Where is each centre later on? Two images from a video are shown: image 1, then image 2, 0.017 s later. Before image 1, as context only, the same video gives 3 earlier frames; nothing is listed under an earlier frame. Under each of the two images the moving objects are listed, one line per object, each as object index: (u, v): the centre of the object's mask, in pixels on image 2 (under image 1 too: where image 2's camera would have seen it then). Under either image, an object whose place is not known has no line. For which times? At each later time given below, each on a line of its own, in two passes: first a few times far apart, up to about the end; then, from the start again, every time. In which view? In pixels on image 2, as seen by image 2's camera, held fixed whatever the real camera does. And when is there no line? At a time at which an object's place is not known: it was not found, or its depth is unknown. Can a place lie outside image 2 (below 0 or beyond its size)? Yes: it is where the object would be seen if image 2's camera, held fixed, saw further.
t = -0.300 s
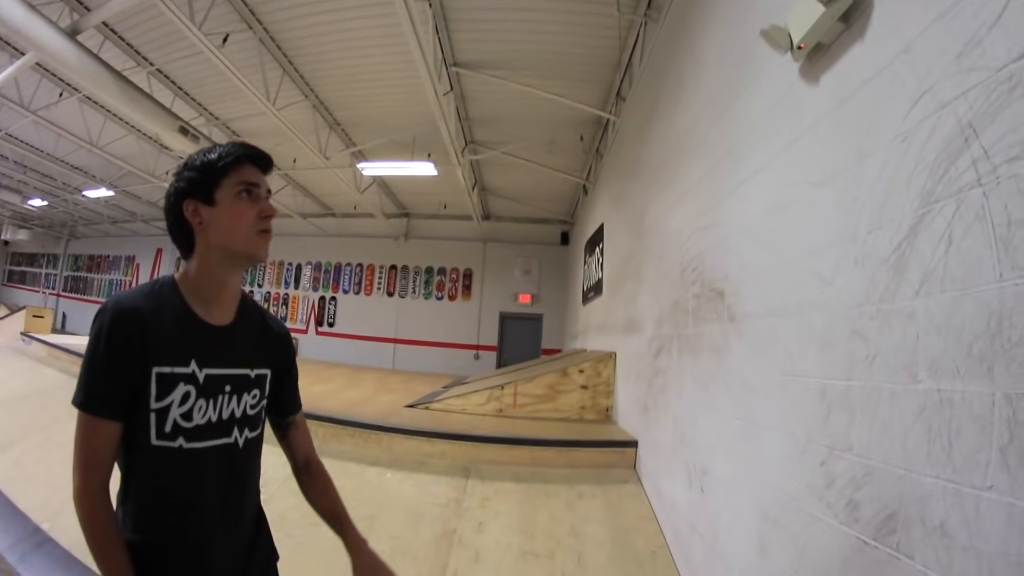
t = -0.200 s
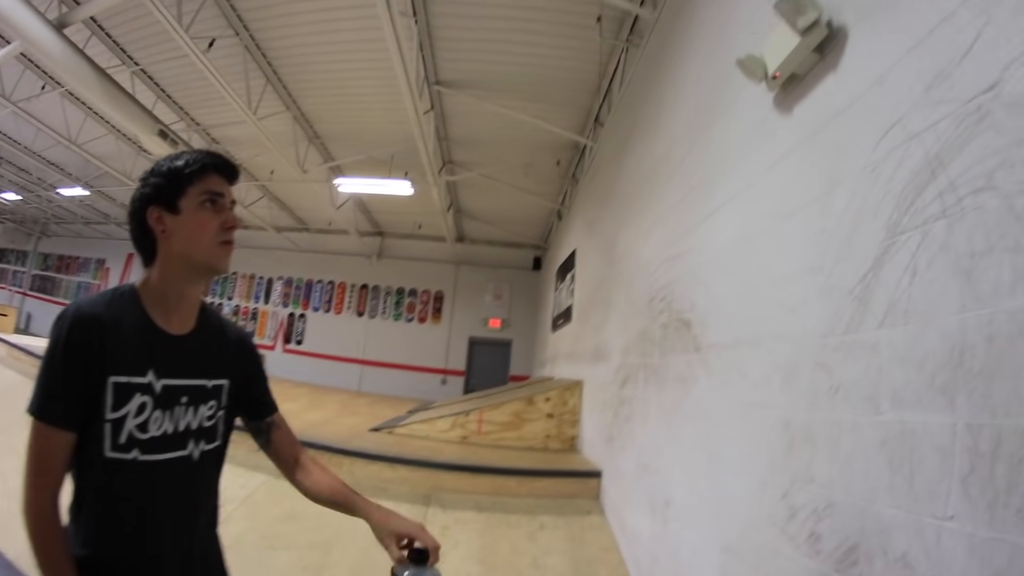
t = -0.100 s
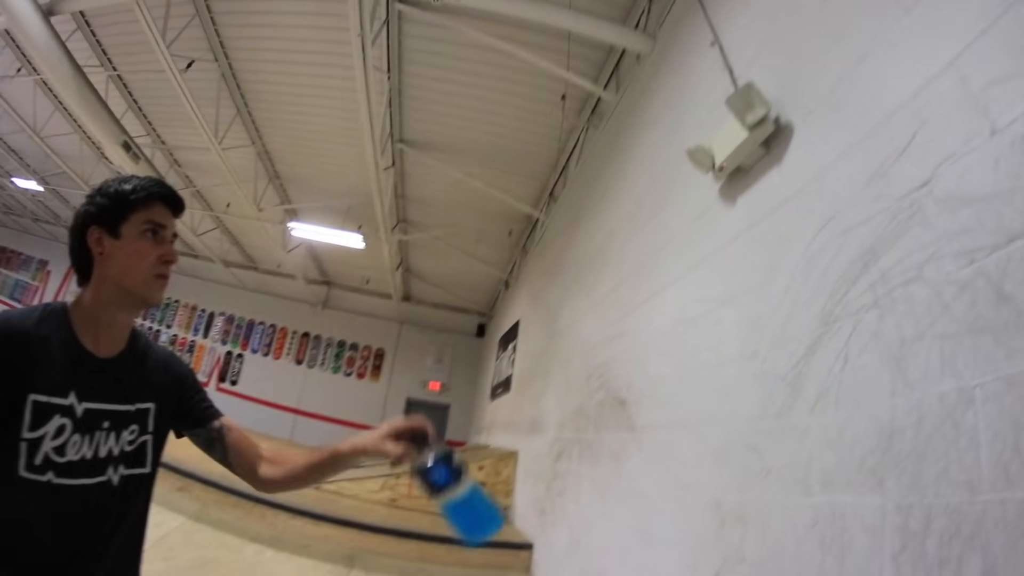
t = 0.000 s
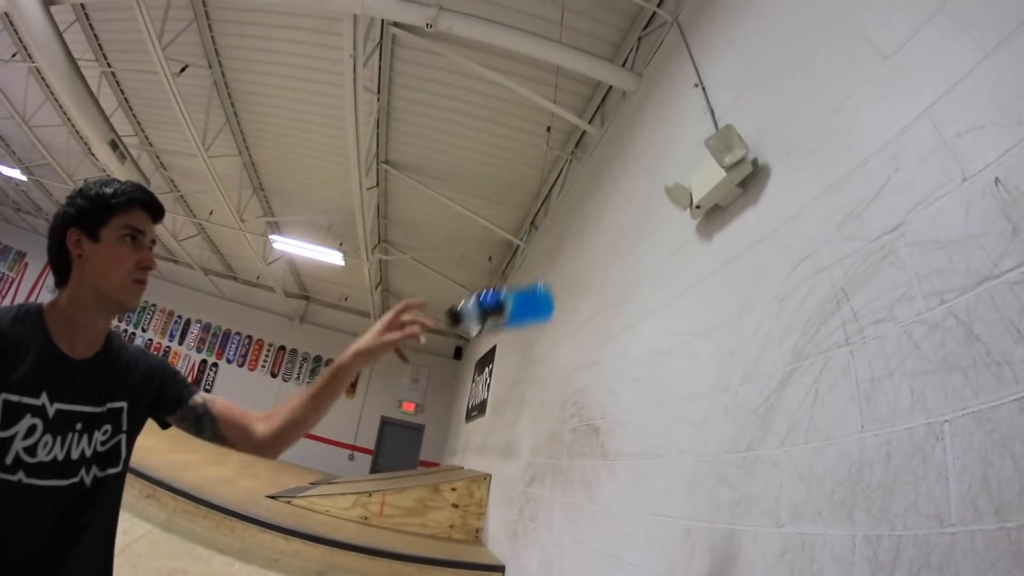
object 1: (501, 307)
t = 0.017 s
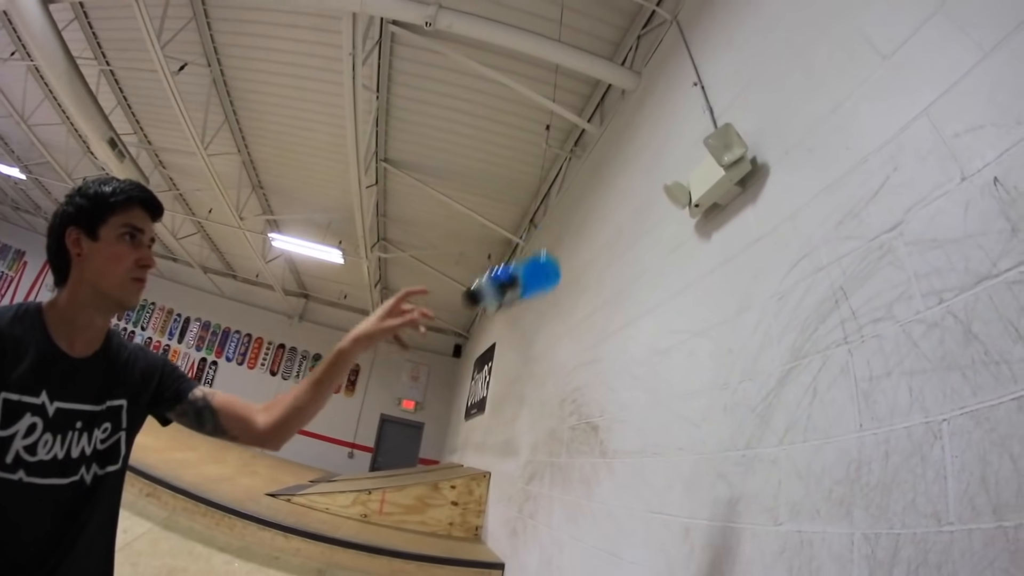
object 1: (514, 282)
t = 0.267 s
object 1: (608, 103)
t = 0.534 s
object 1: (651, 105)
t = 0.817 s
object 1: (655, 162)
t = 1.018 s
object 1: (584, 222)
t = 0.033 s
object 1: (526, 259)
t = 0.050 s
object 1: (536, 238)
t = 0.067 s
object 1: (546, 219)
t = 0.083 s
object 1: (555, 201)
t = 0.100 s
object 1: (563, 185)
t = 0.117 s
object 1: (570, 171)
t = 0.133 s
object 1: (577, 158)
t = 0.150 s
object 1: (582, 147)
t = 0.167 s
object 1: (586, 138)
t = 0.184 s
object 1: (591, 129)
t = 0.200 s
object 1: (594, 122)
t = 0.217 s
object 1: (598, 117)
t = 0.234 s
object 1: (601, 111)
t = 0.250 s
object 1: (605, 107)
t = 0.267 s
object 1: (608, 103)
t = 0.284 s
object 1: (612, 100)
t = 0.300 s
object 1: (615, 97)
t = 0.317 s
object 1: (618, 96)
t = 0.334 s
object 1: (620, 94)
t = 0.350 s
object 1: (623, 93)
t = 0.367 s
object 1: (626, 92)
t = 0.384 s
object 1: (628, 92)
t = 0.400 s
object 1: (630, 91)
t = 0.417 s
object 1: (633, 92)
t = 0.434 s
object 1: (635, 93)
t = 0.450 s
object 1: (638, 94)
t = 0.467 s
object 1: (640, 95)
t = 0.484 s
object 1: (643, 97)
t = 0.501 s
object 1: (646, 100)
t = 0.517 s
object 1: (648, 102)
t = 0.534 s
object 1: (651, 105)
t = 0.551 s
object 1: (654, 109)
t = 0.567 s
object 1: (657, 113)
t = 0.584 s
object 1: (660, 117)
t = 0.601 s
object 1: (664, 122)
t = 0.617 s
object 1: (667, 127)
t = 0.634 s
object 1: (671, 133)
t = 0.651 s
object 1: (675, 140)
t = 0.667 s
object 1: (679, 147)
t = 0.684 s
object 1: (684, 156)
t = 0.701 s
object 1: (685, 163)
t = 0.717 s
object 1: (680, 162)
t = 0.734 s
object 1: (675, 161)
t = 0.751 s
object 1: (672, 161)
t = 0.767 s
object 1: (668, 161)
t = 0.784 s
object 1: (663, 161)
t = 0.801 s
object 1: (659, 161)
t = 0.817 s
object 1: (655, 162)
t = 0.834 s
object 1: (650, 163)
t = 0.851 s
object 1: (646, 164)
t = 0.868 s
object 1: (641, 166)
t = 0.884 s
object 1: (635, 169)
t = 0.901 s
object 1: (630, 172)
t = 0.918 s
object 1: (624, 177)
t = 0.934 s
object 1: (618, 182)
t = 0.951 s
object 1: (612, 189)
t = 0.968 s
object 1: (605, 196)
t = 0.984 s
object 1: (599, 204)
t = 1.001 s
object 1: (592, 212)
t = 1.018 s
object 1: (584, 222)
